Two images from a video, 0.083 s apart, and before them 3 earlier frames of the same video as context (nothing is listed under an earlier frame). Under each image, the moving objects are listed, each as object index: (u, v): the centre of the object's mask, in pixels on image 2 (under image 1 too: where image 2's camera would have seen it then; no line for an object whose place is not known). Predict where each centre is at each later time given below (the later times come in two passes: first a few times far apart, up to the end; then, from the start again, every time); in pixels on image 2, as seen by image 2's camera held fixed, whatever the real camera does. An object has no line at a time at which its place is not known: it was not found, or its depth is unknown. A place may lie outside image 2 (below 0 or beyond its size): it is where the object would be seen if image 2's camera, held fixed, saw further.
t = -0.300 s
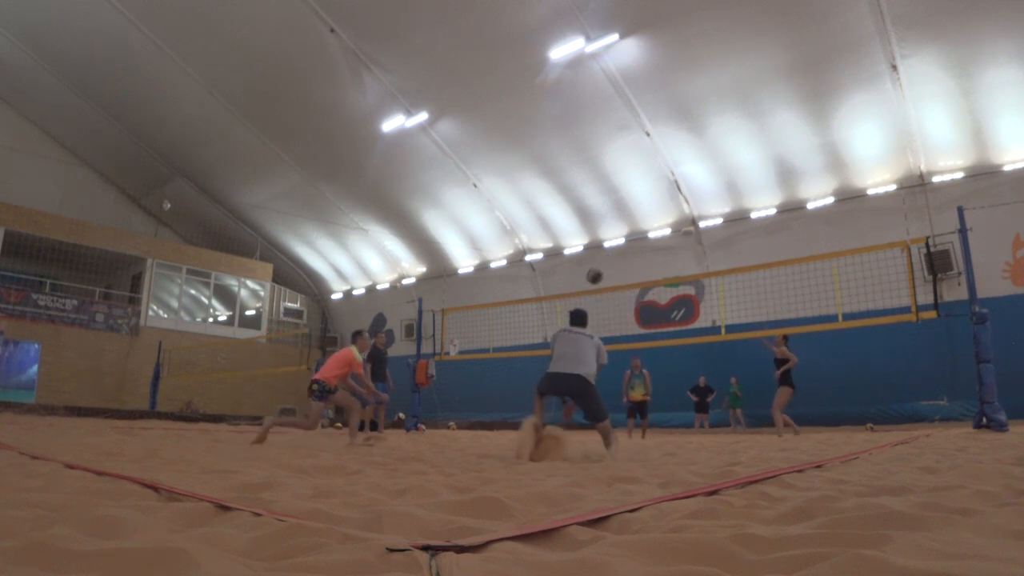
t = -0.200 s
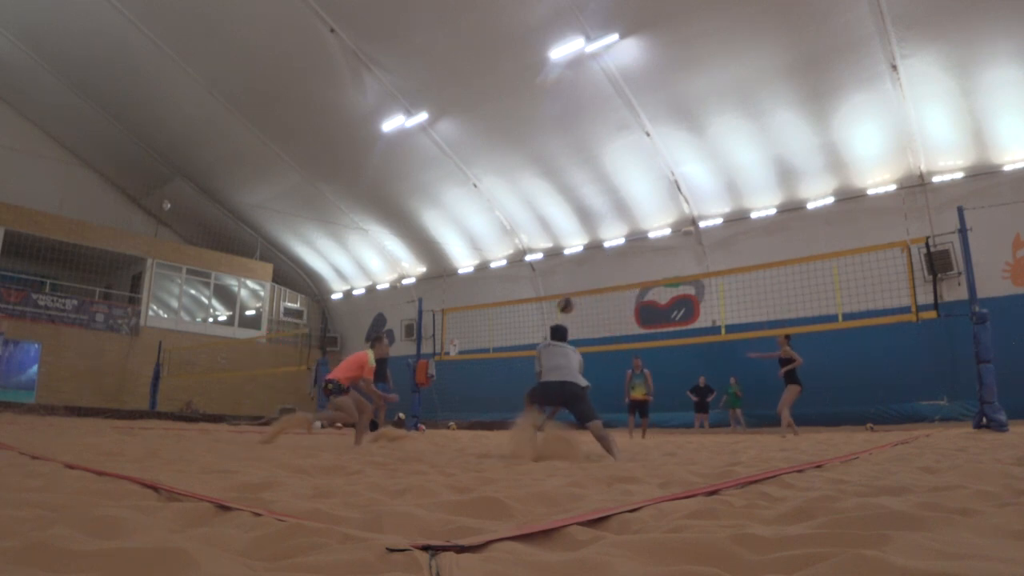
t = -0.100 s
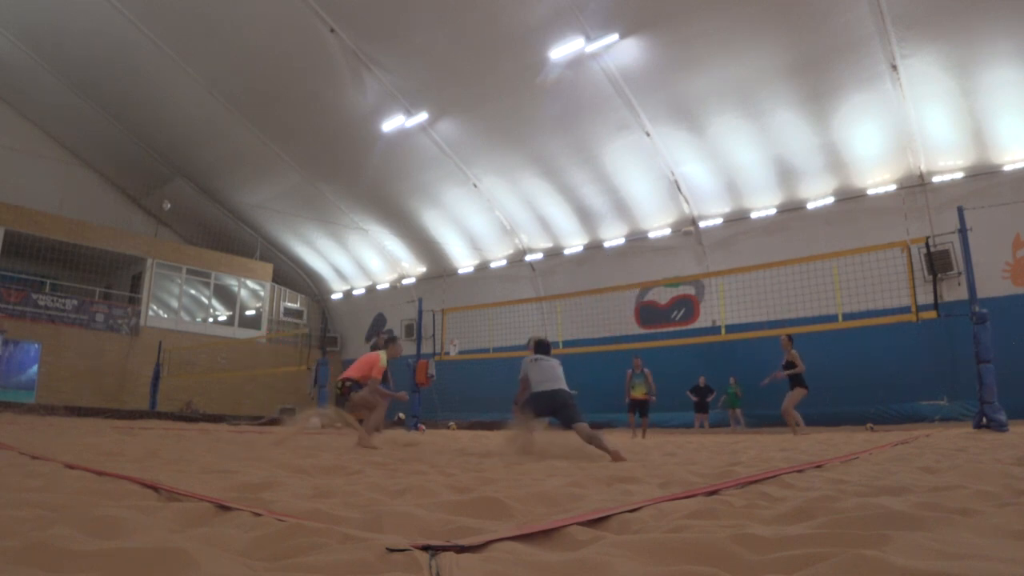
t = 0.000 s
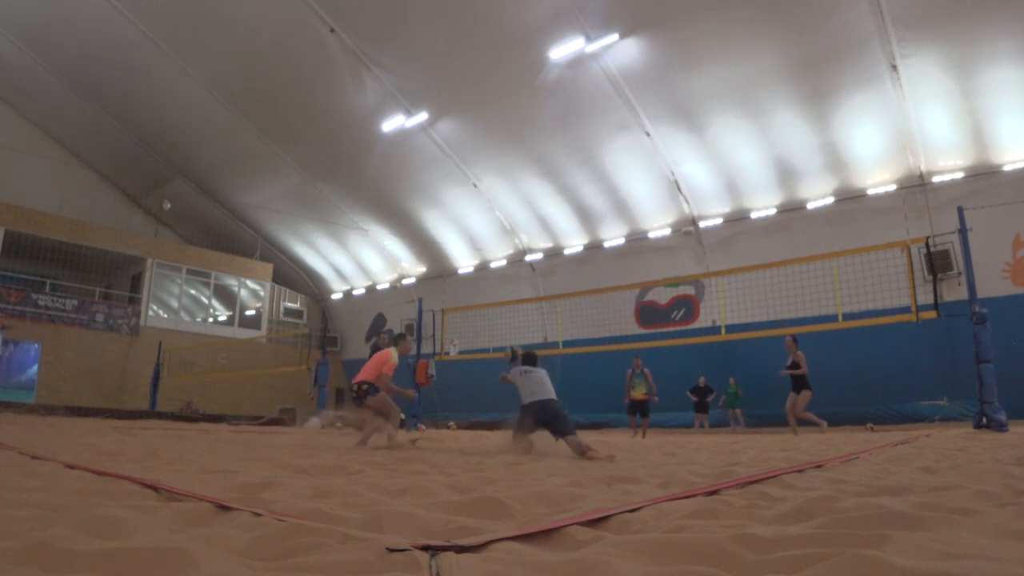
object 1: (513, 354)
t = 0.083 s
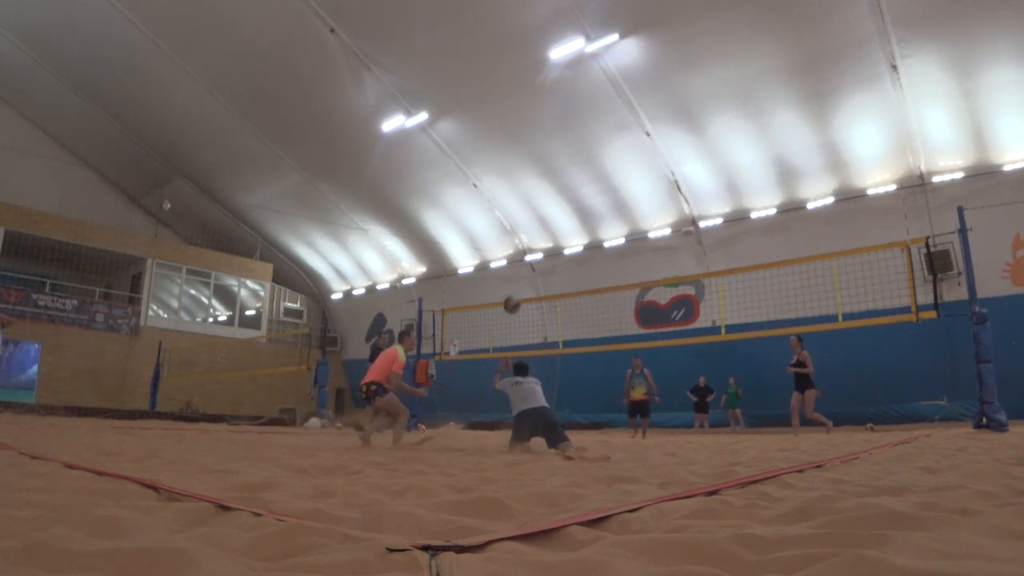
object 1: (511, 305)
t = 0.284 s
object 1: (508, 221)
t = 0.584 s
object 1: (505, 166)
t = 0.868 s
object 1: (502, 170)
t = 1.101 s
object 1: (499, 207)
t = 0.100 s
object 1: (511, 296)
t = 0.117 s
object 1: (510, 287)
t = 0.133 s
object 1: (510, 280)
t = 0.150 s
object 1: (510, 272)
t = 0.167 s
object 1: (510, 264)
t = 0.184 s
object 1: (510, 257)
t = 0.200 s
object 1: (510, 250)
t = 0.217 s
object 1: (510, 243)
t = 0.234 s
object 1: (509, 237)
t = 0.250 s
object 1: (509, 231)
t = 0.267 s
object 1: (509, 226)
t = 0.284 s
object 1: (508, 221)
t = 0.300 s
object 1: (508, 216)
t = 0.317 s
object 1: (508, 211)
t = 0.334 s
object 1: (508, 206)
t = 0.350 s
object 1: (508, 202)
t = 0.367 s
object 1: (508, 198)
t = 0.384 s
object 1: (507, 194)
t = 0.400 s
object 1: (507, 190)
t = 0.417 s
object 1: (507, 187)
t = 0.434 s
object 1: (507, 184)
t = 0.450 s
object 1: (506, 181)
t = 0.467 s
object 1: (506, 179)
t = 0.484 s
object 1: (506, 176)
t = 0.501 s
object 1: (506, 174)
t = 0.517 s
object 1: (506, 172)
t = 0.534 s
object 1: (506, 170)
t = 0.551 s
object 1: (505, 168)
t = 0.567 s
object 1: (505, 167)
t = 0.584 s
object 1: (505, 166)
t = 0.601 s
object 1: (505, 165)
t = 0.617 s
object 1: (505, 164)
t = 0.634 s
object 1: (504, 163)
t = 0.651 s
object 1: (504, 162)
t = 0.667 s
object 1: (504, 162)
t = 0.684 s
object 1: (504, 161)
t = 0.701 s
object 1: (504, 161)
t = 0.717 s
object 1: (503, 161)
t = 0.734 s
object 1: (503, 162)
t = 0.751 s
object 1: (503, 162)
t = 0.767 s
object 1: (503, 163)
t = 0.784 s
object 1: (503, 164)
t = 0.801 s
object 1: (503, 165)
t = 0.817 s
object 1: (502, 166)
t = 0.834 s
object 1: (502, 167)
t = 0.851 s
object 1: (502, 168)
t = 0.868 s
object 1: (502, 170)
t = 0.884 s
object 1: (502, 171)
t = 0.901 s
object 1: (502, 173)
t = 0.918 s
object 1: (501, 175)
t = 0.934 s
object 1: (501, 177)
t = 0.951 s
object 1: (501, 180)
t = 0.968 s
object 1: (501, 182)
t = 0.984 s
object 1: (501, 185)
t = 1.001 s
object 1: (500, 187)
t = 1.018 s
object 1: (500, 190)
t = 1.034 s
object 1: (500, 193)
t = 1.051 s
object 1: (500, 197)
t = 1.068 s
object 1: (500, 200)
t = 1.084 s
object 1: (499, 204)
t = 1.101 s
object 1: (499, 207)
